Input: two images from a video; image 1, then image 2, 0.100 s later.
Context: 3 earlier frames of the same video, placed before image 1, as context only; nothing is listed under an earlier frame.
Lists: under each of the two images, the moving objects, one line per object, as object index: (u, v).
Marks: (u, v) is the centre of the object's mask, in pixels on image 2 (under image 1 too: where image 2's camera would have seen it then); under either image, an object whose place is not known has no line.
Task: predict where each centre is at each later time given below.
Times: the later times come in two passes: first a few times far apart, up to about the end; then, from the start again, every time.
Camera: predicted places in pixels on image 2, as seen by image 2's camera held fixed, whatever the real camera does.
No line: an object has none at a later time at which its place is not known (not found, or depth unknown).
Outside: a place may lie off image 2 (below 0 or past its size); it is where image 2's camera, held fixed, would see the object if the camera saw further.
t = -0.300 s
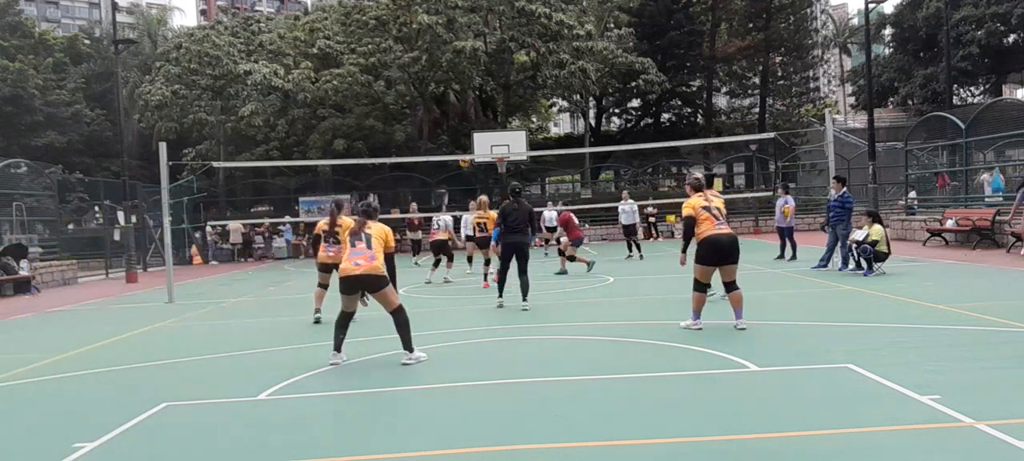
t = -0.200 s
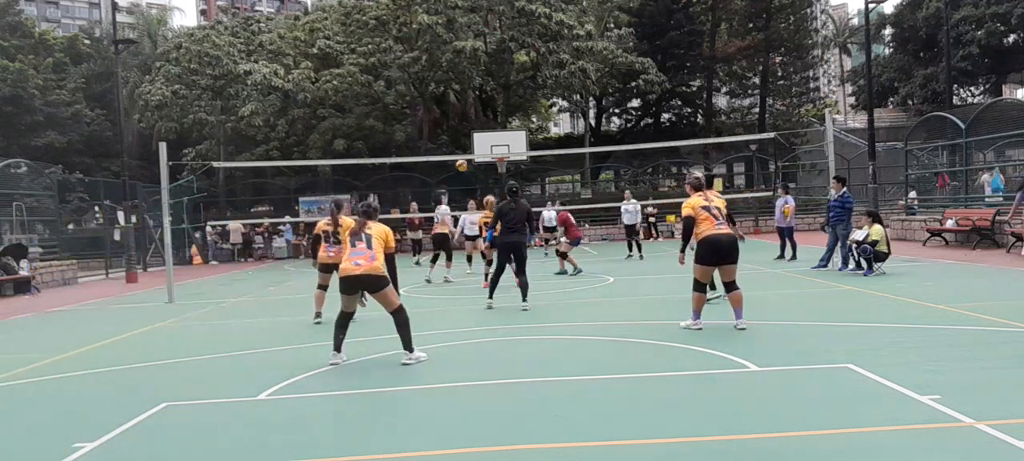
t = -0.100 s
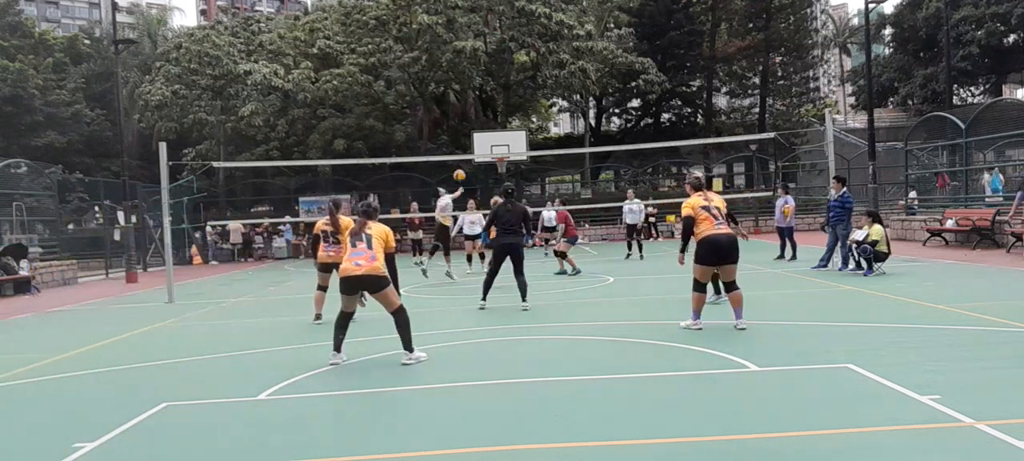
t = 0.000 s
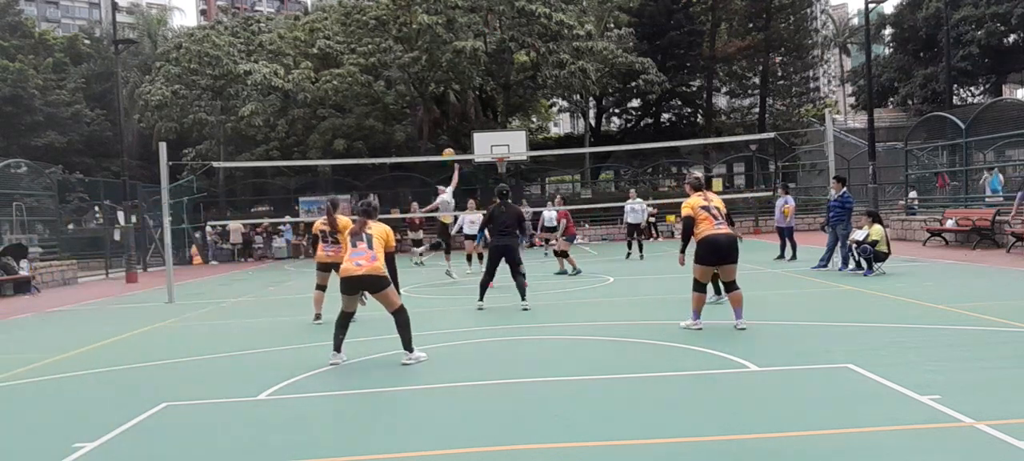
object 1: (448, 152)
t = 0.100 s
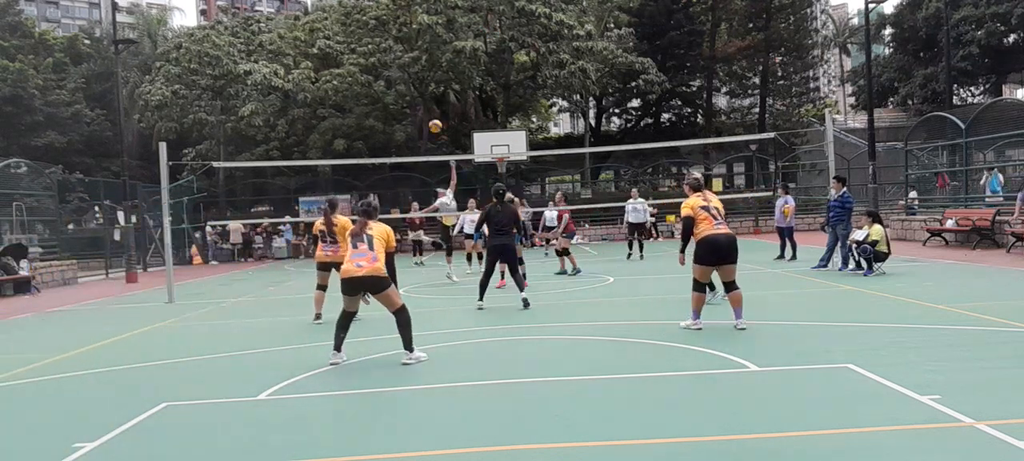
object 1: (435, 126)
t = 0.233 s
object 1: (414, 93)
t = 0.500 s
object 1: (369, 52)
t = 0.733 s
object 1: (317, 53)
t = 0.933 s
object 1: (261, 98)
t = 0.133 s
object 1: (429, 117)
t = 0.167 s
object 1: (425, 109)
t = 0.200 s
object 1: (420, 101)
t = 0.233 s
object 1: (414, 93)
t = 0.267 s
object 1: (409, 87)
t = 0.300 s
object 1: (404, 79)
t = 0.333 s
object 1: (398, 74)
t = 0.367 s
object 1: (393, 68)
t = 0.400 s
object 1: (387, 63)
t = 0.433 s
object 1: (381, 59)
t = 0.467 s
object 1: (374, 55)
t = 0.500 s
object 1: (369, 52)
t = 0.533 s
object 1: (362, 49)
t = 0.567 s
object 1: (355, 48)
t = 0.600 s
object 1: (348, 46)
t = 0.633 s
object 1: (341, 46)
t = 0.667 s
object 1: (333, 47)
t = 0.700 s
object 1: (325, 50)
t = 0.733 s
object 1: (317, 53)
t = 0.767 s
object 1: (309, 56)
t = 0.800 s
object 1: (300, 62)
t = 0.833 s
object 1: (290, 68)
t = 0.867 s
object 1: (281, 77)
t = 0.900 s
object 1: (271, 87)
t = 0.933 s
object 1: (261, 98)
